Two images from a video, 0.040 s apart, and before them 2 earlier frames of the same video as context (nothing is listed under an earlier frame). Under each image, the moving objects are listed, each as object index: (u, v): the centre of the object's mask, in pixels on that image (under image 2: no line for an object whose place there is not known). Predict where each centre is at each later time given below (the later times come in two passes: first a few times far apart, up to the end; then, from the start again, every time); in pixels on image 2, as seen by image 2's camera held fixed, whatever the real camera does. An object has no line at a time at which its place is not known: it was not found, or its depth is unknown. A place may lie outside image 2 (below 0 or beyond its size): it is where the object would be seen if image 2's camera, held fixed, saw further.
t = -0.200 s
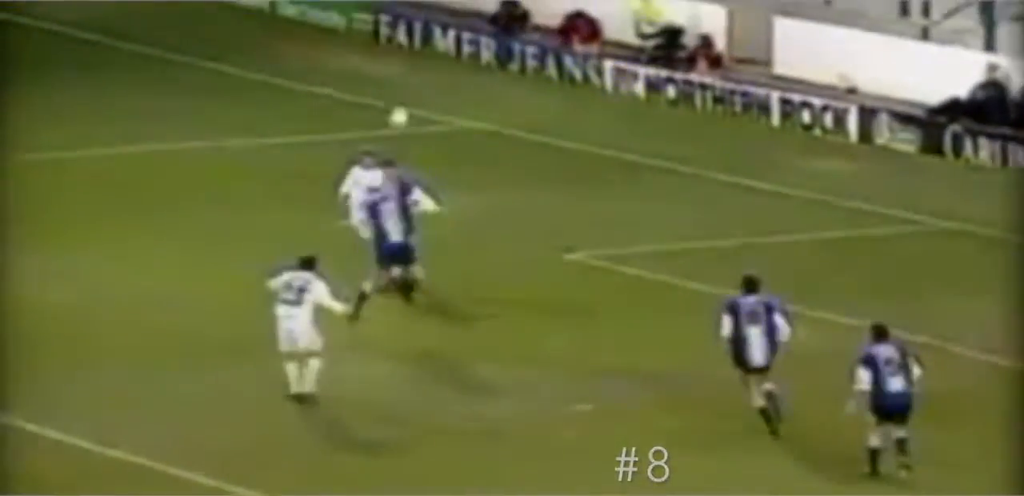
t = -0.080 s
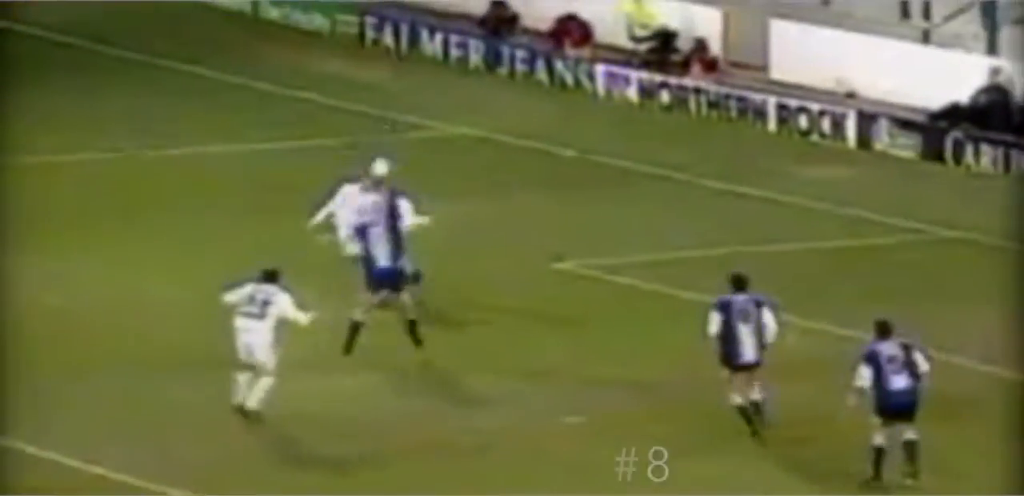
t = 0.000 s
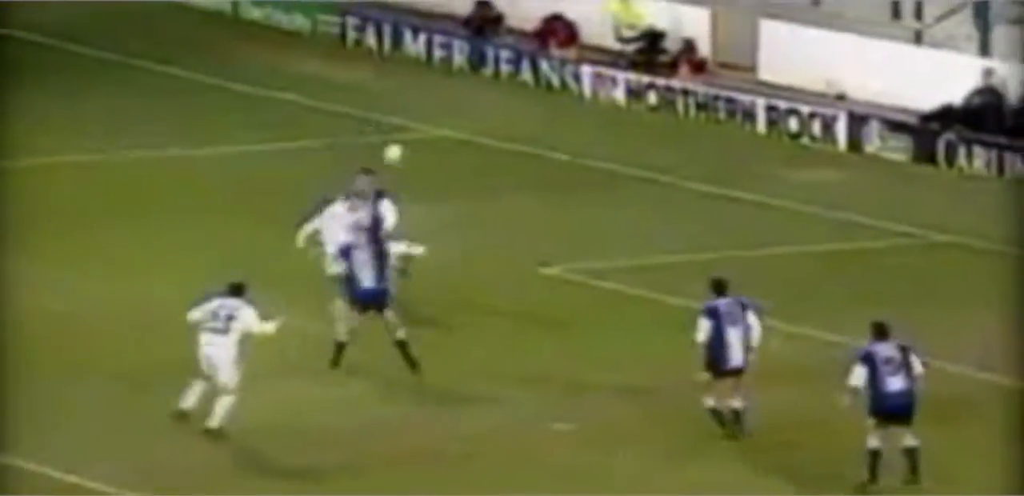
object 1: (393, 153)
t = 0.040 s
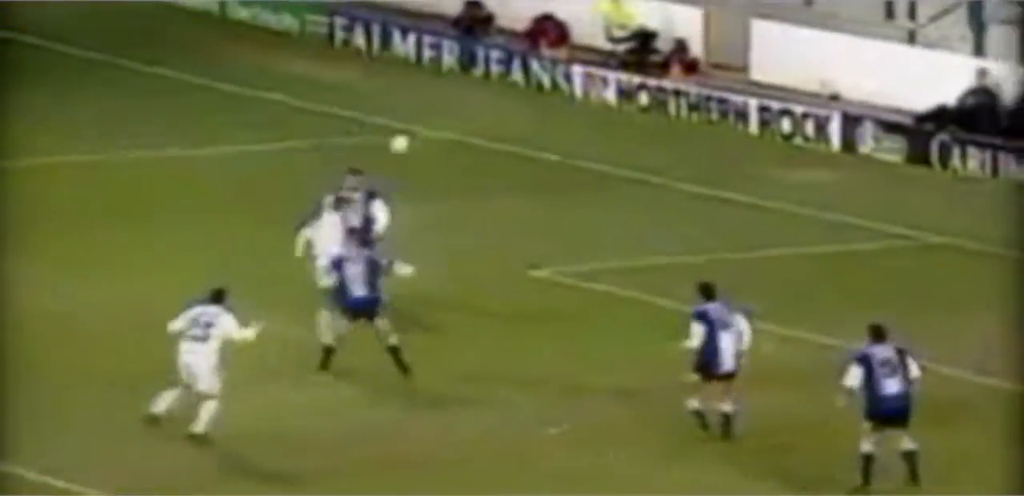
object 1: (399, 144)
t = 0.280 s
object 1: (500, 112)
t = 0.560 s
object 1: (617, 133)
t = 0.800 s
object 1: (716, 203)
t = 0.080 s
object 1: (416, 135)
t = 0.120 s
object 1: (434, 129)
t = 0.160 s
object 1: (451, 122)
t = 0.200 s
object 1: (466, 117)
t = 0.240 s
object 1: (484, 113)
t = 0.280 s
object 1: (500, 112)
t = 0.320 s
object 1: (518, 111)
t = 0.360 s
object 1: (534, 111)
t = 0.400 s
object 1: (551, 113)
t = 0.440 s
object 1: (568, 117)
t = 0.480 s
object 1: (583, 121)
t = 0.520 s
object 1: (601, 127)
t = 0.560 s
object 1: (617, 133)
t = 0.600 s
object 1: (634, 142)
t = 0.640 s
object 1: (650, 152)
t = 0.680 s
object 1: (667, 164)
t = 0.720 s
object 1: (683, 175)
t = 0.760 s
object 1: (698, 188)
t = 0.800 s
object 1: (716, 203)
